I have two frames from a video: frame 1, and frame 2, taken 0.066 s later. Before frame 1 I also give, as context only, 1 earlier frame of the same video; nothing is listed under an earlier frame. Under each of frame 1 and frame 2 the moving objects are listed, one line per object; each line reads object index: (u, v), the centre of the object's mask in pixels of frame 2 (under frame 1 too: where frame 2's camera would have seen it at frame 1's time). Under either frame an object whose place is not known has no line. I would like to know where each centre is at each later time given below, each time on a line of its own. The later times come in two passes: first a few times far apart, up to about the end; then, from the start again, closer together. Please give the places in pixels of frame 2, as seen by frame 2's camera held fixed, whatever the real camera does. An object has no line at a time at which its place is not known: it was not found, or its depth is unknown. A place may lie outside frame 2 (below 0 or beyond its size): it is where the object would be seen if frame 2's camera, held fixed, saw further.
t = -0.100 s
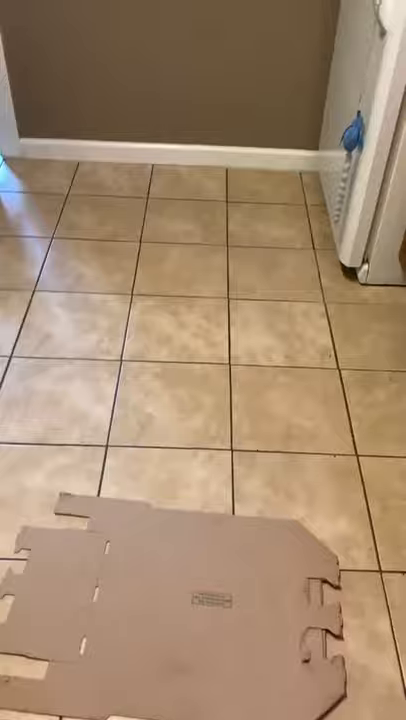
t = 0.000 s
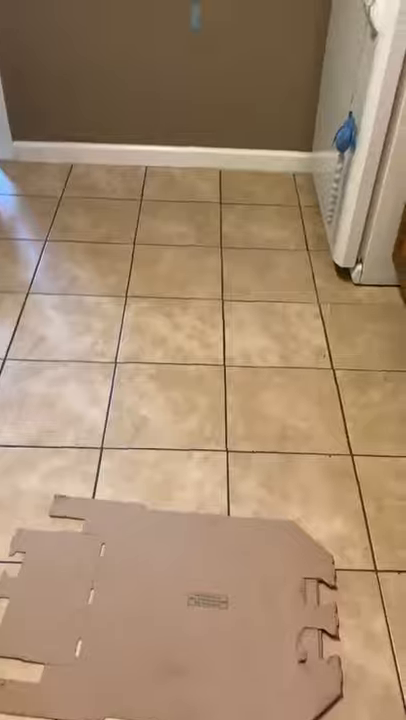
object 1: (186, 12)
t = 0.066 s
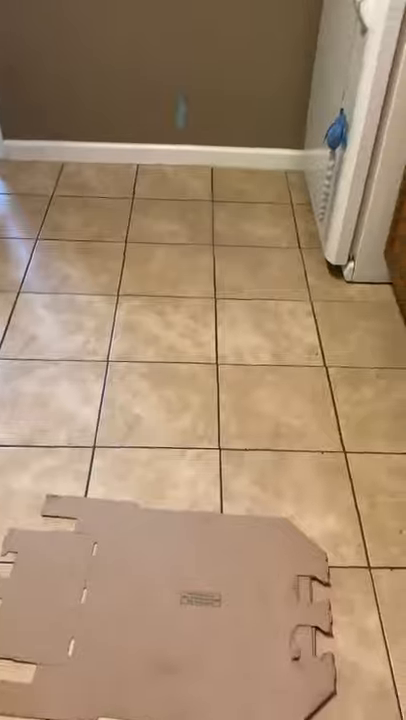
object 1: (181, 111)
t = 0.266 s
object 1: (176, 207)
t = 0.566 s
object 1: (175, 106)
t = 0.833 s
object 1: (184, 322)
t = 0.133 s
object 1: (176, 221)
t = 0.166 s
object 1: (175, 231)
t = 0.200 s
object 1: (174, 230)
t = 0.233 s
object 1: (175, 232)
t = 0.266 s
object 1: (176, 207)
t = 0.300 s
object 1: (174, 182)
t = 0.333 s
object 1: (174, 157)
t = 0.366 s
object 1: (173, 136)
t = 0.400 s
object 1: (173, 120)
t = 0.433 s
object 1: (173, 107)
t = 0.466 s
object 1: (174, 99)
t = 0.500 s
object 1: (174, 98)
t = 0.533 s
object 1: (174, 99)
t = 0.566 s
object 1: (175, 106)
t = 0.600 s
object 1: (175, 118)
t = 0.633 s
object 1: (175, 135)
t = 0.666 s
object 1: (176, 158)
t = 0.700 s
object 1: (177, 184)
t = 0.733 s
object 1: (178, 214)
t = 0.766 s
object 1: (181, 248)
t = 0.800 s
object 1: (183, 285)
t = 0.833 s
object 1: (184, 322)
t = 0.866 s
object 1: (185, 356)
